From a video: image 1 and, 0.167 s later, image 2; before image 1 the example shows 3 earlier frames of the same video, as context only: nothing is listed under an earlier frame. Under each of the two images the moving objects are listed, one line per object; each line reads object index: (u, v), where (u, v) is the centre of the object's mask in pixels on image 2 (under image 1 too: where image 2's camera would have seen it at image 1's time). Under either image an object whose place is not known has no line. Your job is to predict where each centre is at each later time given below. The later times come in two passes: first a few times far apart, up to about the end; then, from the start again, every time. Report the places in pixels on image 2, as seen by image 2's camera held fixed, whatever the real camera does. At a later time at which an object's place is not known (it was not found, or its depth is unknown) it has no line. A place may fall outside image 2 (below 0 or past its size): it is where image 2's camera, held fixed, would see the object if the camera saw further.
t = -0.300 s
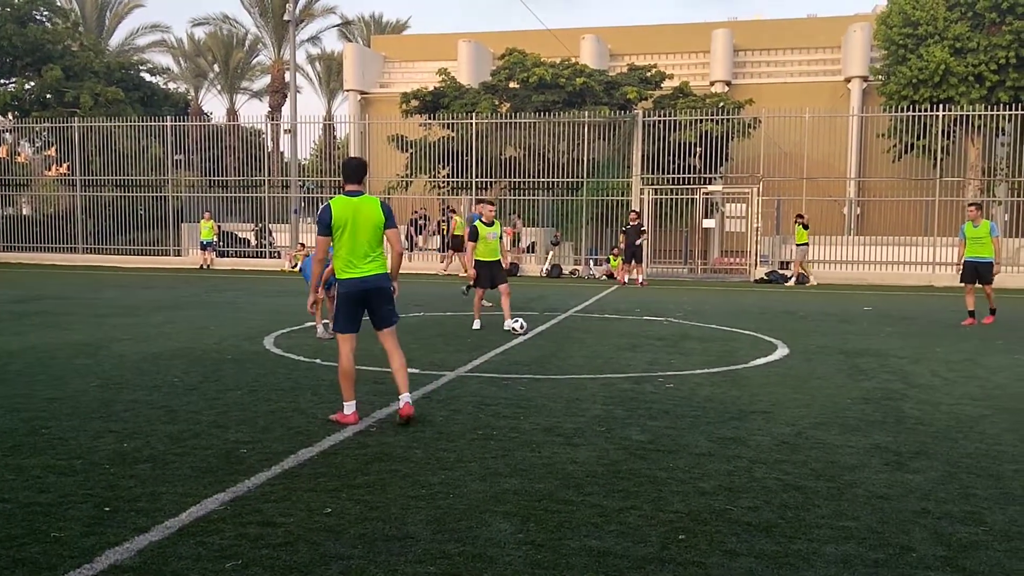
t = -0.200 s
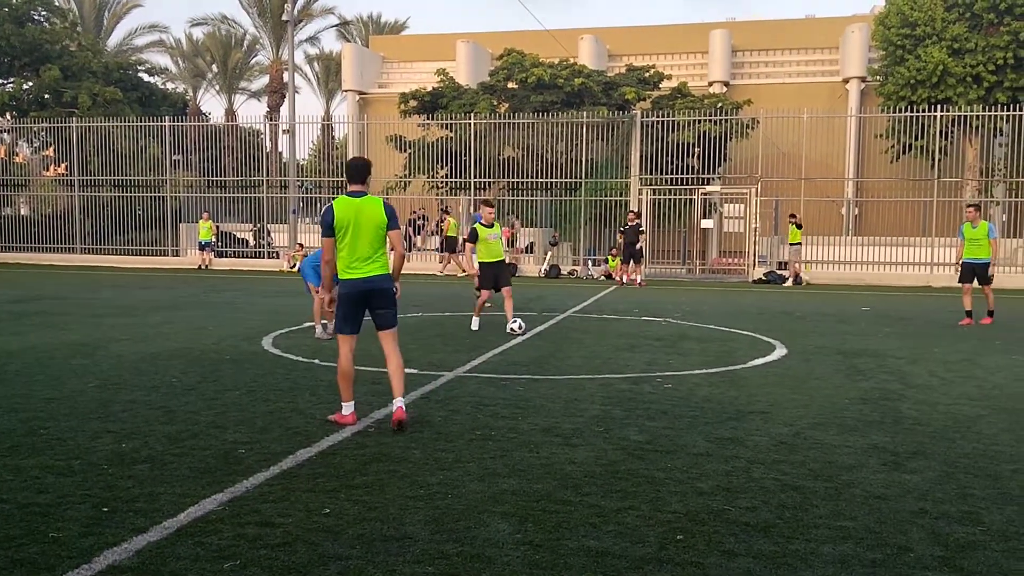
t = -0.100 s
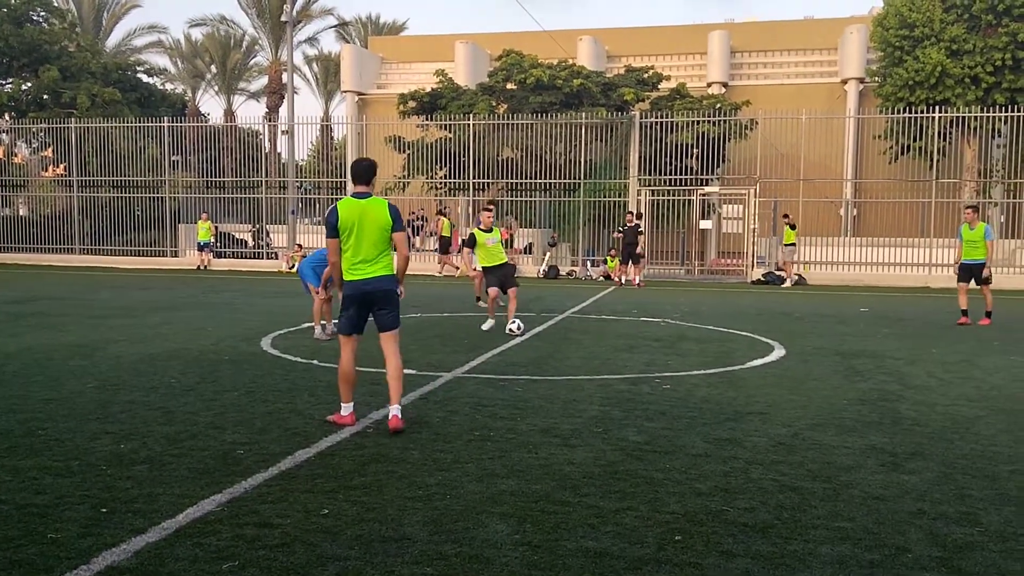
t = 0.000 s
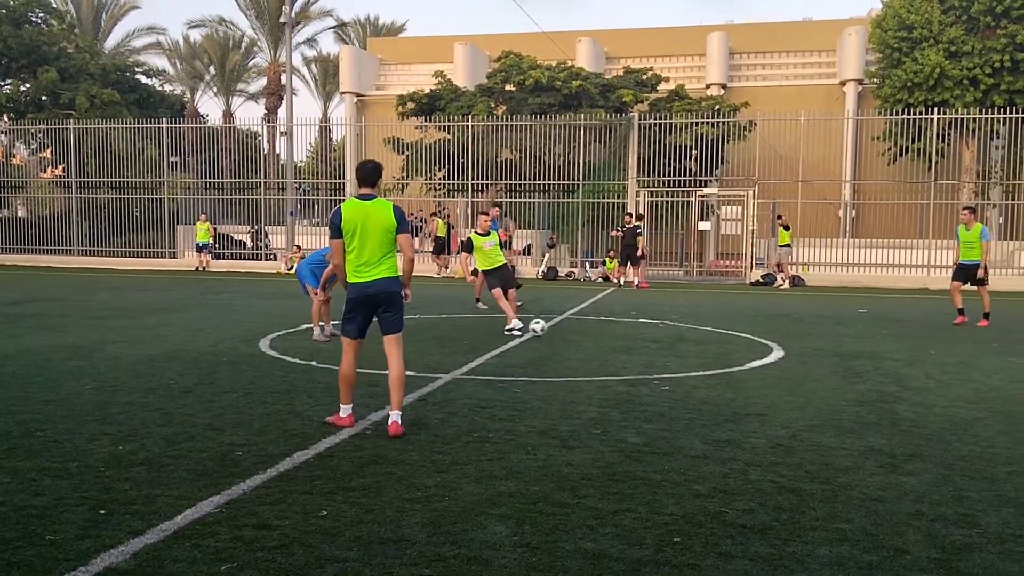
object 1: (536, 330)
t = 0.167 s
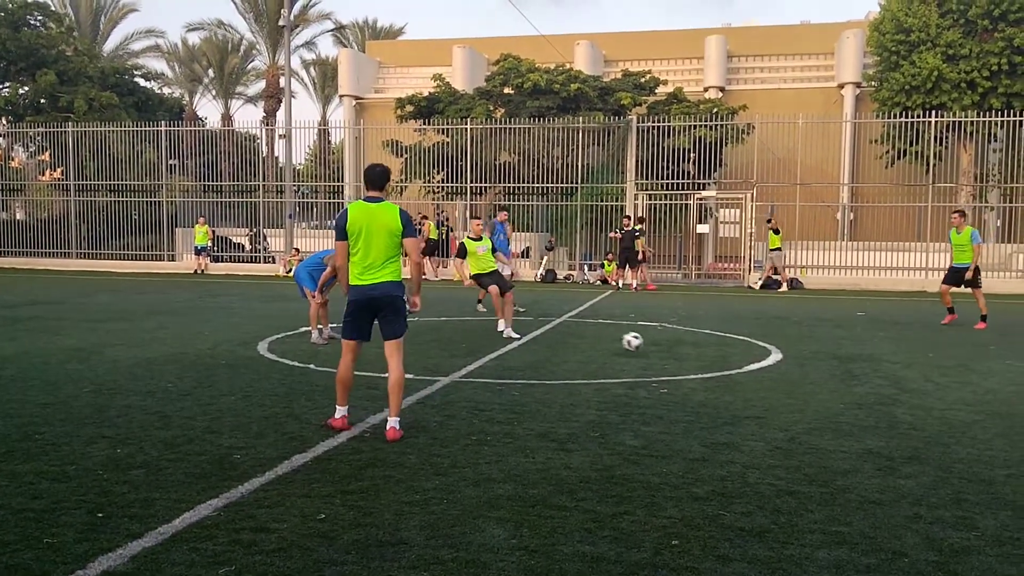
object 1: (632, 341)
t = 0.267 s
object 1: (694, 351)
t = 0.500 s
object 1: (839, 370)
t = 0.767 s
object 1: (1009, 393)
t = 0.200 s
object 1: (654, 347)
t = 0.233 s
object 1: (675, 351)
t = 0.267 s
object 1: (694, 351)
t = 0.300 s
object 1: (713, 353)
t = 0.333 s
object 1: (734, 356)
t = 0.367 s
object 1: (755, 359)
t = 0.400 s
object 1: (778, 364)
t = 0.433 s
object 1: (799, 368)
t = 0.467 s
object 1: (819, 368)
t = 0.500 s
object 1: (839, 370)
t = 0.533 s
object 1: (859, 373)
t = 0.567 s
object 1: (881, 377)
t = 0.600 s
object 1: (902, 380)
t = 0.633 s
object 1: (922, 381)
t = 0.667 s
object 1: (943, 384)
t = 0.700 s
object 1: (965, 388)
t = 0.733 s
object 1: (987, 392)
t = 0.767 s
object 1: (1009, 393)
